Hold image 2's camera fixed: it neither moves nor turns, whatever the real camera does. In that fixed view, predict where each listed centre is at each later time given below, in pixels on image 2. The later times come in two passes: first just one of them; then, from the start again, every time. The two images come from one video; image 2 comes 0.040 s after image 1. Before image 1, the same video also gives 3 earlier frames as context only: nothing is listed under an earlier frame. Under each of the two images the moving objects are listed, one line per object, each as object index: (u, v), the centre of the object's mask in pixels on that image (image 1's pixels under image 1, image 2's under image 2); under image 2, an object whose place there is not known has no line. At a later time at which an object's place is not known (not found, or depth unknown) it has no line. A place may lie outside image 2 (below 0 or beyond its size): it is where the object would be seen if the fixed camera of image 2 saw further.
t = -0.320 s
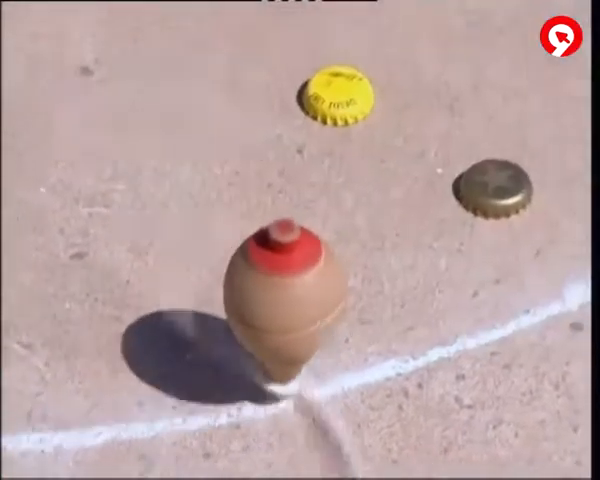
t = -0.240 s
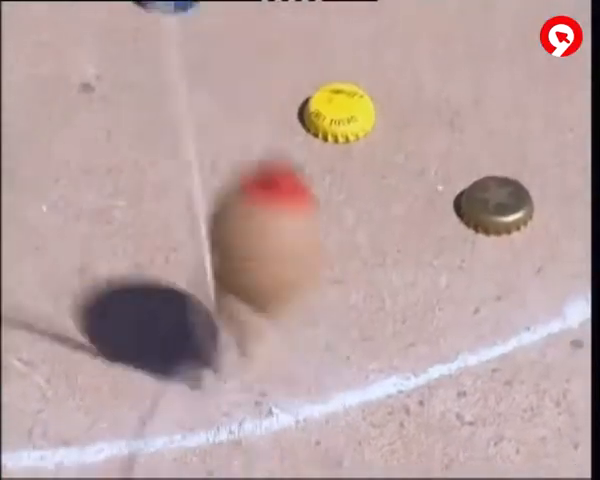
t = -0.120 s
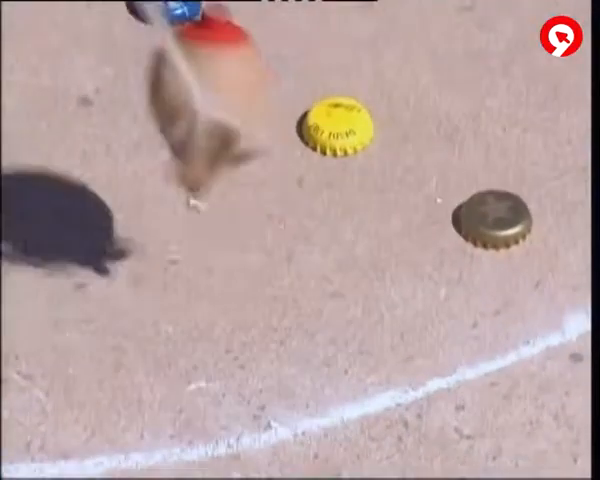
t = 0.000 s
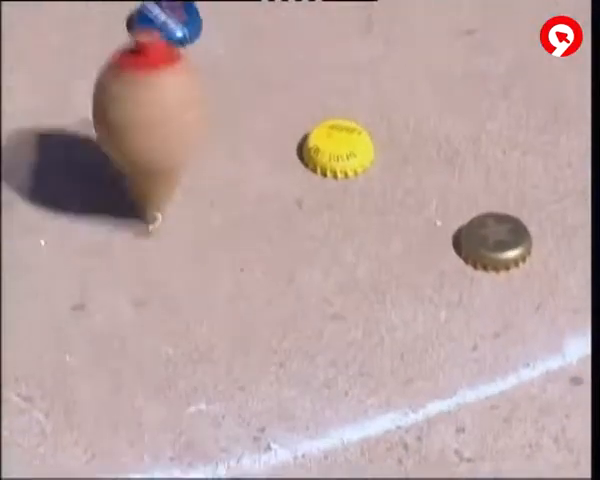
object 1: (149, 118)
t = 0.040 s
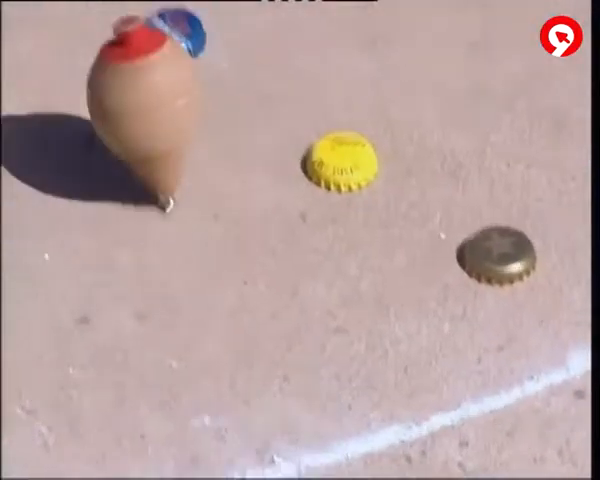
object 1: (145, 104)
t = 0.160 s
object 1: (152, 57)
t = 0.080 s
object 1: (140, 84)
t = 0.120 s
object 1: (145, 71)
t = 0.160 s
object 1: (152, 57)
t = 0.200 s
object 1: (157, 45)
